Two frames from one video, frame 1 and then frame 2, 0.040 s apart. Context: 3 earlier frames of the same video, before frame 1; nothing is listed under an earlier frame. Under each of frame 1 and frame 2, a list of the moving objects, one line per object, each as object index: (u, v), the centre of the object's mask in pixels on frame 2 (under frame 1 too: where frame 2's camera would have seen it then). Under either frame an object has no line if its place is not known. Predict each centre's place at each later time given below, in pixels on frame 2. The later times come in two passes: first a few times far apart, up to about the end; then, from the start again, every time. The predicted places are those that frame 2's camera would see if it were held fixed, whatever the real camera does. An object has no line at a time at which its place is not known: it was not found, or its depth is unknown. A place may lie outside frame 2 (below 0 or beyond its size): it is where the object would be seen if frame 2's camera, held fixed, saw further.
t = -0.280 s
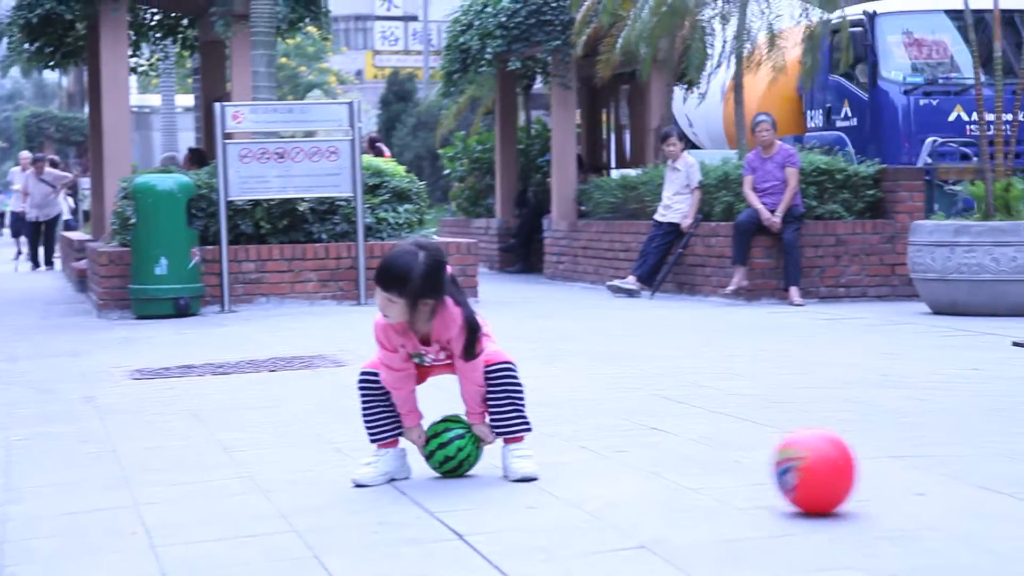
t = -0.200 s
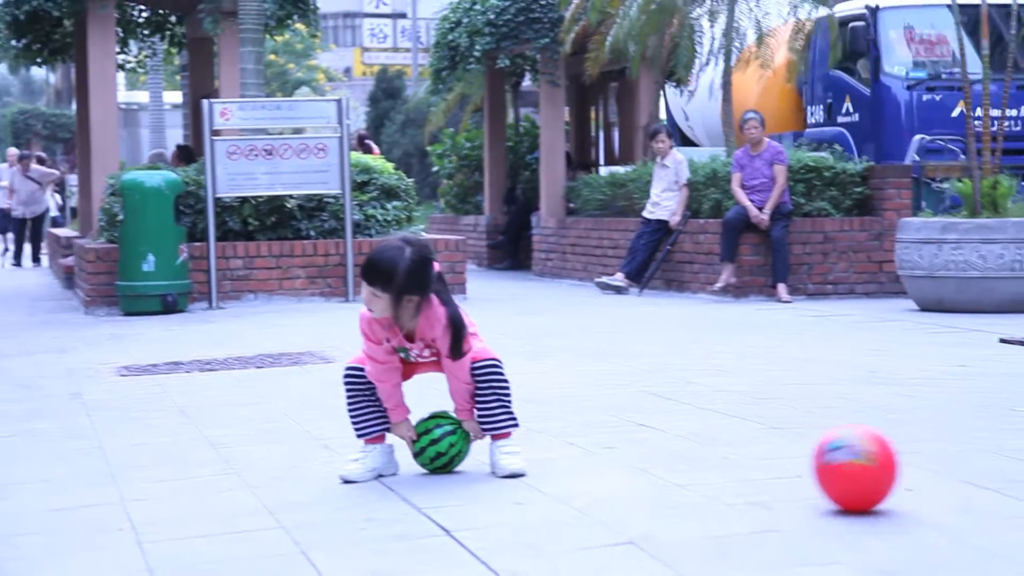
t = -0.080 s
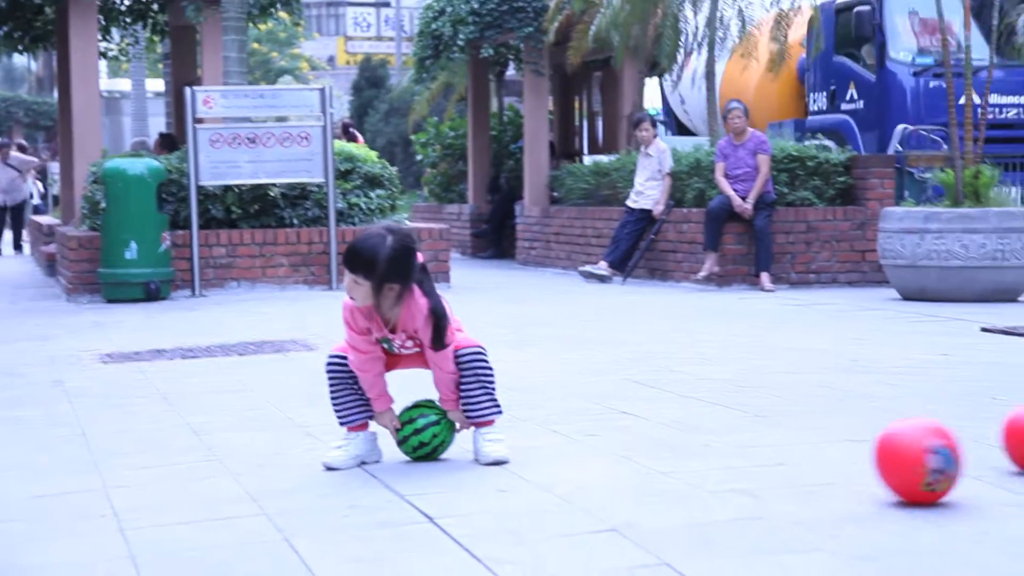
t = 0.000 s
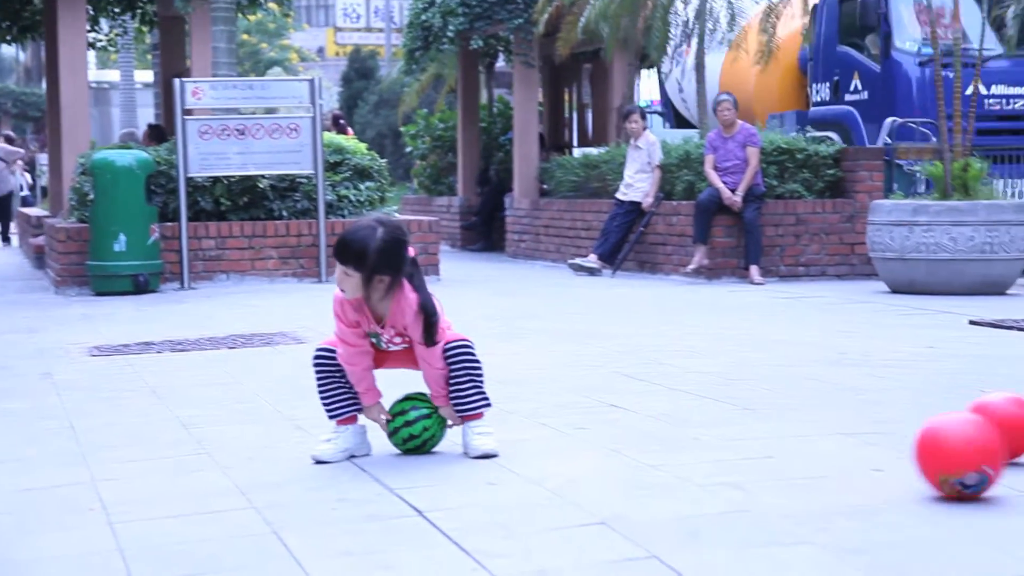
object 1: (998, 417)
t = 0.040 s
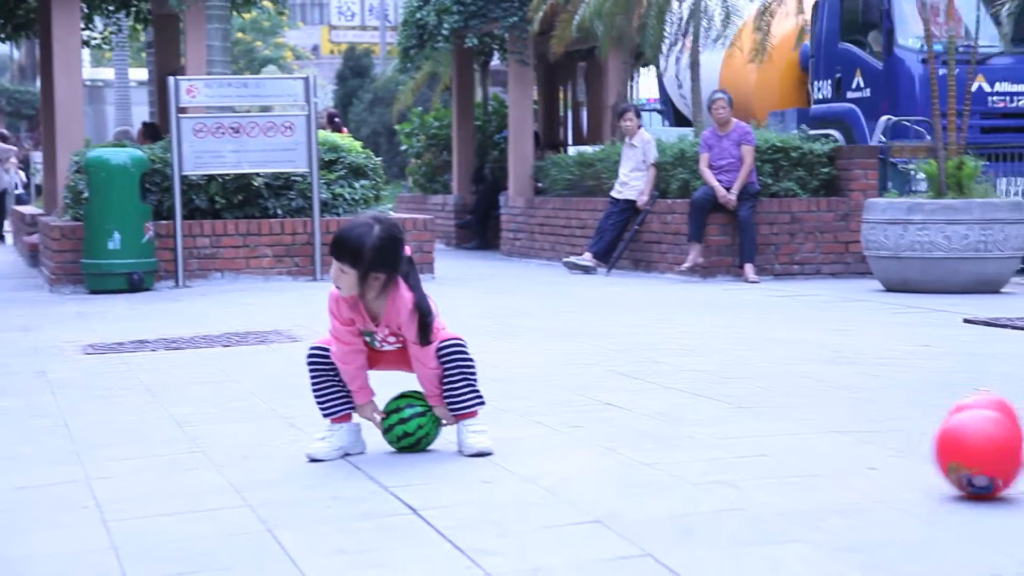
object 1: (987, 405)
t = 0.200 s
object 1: (944, 417)
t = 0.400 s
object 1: (900, 417)
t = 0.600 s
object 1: (856, 411)
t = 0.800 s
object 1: (812, 408)
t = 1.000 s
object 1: (776, 404)
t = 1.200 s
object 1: (742, 402)
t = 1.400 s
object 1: (704, 399)
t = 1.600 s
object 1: (665, 398)
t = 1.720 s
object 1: (643, 396)
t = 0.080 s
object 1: (965, 412)
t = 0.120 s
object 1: (962, 420)
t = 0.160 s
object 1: (954, 421)
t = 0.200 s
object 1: (944, 417)
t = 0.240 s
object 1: (935, 418)
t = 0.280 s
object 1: (926, 416)
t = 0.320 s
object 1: (918, 416)
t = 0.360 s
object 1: (909, 416)
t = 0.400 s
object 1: (900, 417)
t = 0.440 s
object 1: (891, 415)
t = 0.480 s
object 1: (882, 414)
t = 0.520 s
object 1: (874, 413)
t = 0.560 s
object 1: (865, 410)
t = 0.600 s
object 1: (856, 411)
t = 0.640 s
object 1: (846, 409)
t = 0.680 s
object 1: (838, 409)
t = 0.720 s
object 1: (829, 409)
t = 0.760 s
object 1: (821, 409)
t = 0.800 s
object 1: (812, 408)
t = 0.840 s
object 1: (804, 407)
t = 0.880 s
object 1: (797, 406)
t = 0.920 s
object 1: (789, 405)
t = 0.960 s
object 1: (782, 404)
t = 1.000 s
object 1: (776, 404)
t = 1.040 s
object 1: (769, 403)
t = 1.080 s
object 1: (762, 403)
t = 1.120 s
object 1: (755, 402)
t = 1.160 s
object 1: (749, 402)
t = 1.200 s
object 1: (742, 402)
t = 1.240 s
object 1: (735, 402)
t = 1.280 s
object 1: (727, 402)
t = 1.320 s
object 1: (719, 402)
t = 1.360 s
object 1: (712, 400)
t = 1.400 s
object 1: (704, 399)
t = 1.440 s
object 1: (696, 398)
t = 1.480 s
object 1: (688, 398)
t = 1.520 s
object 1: (680, 397)
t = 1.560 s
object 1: (673, 398)
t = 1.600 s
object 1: (665, 398)
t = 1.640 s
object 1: (657, 398)
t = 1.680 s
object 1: (650, 398)
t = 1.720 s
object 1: (643, 396)
